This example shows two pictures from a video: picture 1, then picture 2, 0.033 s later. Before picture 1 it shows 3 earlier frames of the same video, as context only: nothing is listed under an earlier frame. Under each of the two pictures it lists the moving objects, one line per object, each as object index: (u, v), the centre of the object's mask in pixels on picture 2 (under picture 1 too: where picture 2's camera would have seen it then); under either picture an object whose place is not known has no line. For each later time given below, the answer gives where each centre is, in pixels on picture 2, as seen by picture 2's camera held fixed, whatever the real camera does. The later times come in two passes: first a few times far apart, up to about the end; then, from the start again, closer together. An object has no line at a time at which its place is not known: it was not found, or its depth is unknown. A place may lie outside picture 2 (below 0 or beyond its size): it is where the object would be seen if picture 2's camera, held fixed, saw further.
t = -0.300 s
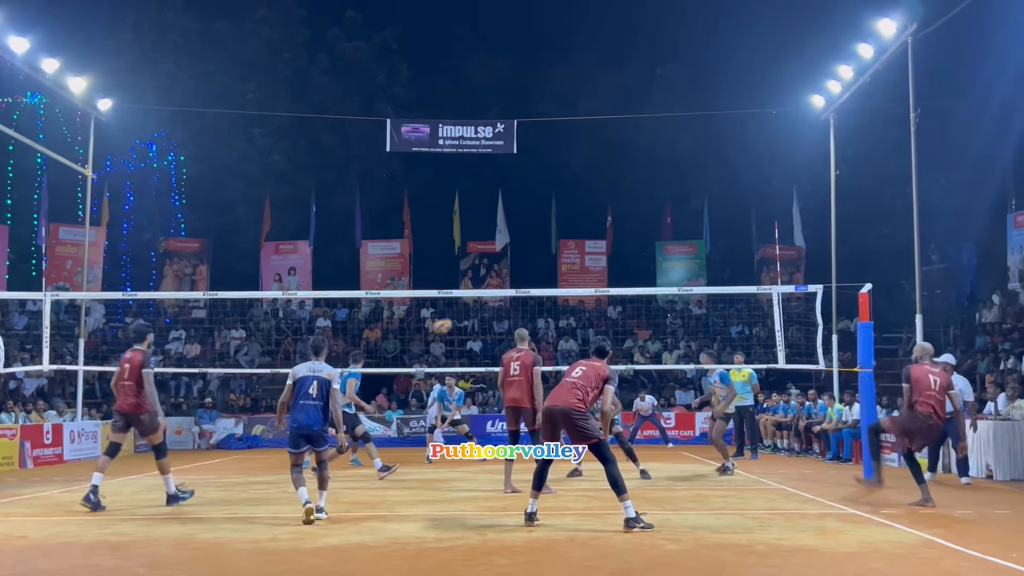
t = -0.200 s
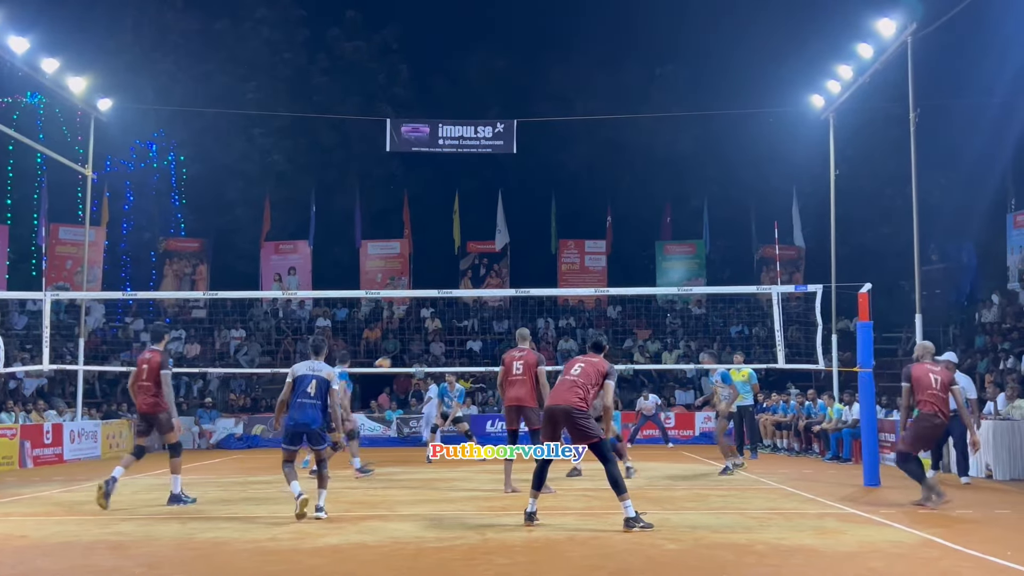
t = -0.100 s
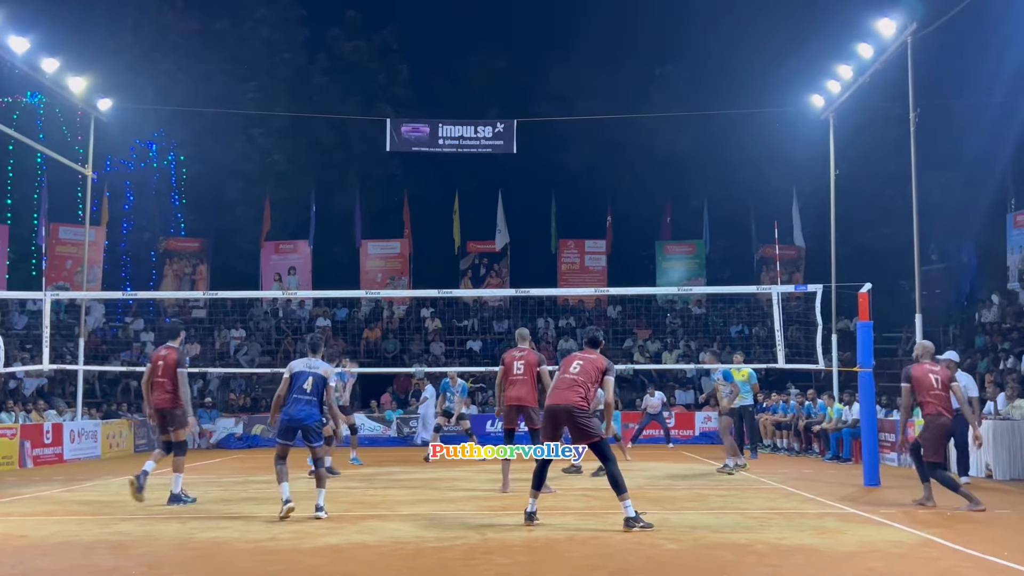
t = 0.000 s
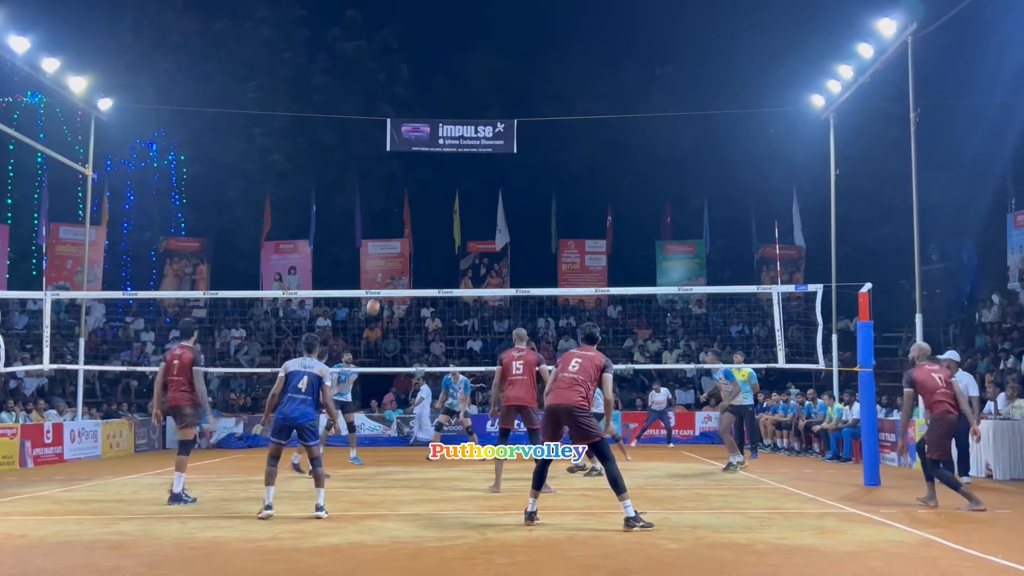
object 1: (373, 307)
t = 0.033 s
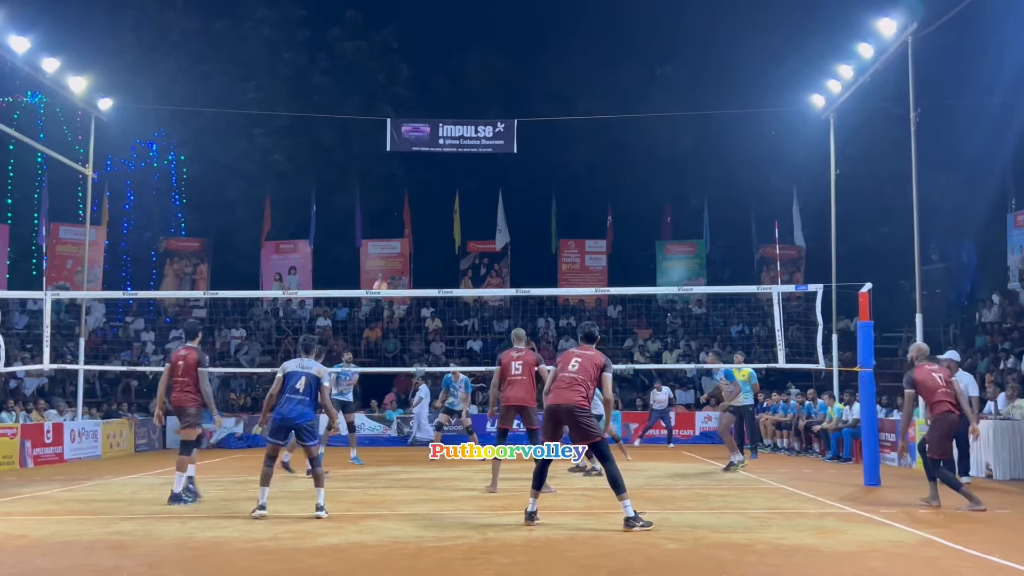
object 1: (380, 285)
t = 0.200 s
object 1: (412, 201)
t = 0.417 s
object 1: (452, 113)
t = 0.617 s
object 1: (488, 58)
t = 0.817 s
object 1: (523, 25)
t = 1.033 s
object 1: (561, 14)
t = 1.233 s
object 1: (596, 29)
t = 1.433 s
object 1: (632, 67)
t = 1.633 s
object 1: (669, 128)
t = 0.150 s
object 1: (403, 226)
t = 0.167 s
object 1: (406, 217)
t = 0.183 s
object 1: (409, 209)
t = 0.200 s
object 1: (412, 201)
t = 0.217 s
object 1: (415, 193)
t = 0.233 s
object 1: (418, 186)
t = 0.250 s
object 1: (421, 179)
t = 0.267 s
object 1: (424, 171)
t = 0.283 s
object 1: (427, 164)
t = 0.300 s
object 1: (431, 158)
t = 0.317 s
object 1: (434, 151)
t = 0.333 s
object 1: (437, 144)
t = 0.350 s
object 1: (439, 138)
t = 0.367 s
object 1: (442, 131)
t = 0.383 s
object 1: (446, 125)
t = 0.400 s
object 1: (449, 119)
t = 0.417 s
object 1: (452, 113)
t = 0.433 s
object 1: (455, 109)
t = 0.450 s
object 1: (458, 103)
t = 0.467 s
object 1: (461, 98)
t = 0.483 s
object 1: (464, 93)
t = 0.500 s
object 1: (467, 88)
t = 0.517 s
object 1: (470, 83)
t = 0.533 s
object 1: (473, 78)
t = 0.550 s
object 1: (476, 74)
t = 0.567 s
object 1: (479, 69)
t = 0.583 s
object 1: (482, 65)
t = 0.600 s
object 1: (485, 61)
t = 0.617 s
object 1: (488, 58)
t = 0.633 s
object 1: (491, 54)
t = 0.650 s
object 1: (494, 50)
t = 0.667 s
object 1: (497, 47)
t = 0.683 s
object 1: (500, 44)
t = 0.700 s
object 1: (502, 41)
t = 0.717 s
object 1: (505, 38)
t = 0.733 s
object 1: (508, 35)
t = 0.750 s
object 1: (511, 33)
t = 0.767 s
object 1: (514, 30)
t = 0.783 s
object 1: (517, 28)
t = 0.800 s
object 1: (520, 26)
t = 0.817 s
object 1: (523, 25)
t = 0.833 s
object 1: (526, 23)
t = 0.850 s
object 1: (529, 21)
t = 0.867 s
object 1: (532, 19)
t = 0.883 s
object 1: (534, 18)
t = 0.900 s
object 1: (537, 17)
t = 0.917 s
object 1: (540, 16)
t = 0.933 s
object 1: (543, 15)
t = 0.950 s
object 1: (546, 15)
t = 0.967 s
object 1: (549, 14)
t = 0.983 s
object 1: (552, 14)
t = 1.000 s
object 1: (555, 14)
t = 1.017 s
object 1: (558, 14)
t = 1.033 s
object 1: (561, 14)
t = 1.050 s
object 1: (564, 14)
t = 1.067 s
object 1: (567, 15)
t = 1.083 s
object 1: (569, 16)
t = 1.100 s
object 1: (573, 16)
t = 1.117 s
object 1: (576, 17)
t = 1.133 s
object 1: (578, 18)
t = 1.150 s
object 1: (581, 20)
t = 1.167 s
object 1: (584, 21)
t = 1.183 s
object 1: (587, 23)
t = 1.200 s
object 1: (590, 25)
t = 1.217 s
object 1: (593, 27)
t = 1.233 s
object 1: (596, 29)
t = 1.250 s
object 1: (599, 31)
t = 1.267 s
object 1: (602, 34)
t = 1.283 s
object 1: (605, 36)
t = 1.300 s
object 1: (608, 39)
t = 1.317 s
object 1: (611, 42)
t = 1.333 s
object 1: (614, 45)
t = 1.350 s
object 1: (617, 48)
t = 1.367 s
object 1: (620, 51)
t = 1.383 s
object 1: (623, 55)
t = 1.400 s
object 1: (626, 59)
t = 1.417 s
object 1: (629, 63)
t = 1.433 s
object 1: (632, 67)
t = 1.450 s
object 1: (635, 71)
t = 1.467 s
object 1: (638, 75)
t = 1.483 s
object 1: (641, 79)
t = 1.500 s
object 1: (644, 84)
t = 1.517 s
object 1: (648, 89)
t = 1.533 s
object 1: (650, 95)
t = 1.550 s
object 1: (654, 100)
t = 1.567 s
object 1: (657, 105)
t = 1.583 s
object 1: (659, 111)
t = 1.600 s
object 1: (663, 116)
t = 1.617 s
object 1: (666, 122)
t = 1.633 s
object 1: (669, 128)
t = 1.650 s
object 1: (672, 134)
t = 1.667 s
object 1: (676, 140)
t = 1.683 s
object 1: (679, 147)
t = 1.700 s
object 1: (682, 153)
